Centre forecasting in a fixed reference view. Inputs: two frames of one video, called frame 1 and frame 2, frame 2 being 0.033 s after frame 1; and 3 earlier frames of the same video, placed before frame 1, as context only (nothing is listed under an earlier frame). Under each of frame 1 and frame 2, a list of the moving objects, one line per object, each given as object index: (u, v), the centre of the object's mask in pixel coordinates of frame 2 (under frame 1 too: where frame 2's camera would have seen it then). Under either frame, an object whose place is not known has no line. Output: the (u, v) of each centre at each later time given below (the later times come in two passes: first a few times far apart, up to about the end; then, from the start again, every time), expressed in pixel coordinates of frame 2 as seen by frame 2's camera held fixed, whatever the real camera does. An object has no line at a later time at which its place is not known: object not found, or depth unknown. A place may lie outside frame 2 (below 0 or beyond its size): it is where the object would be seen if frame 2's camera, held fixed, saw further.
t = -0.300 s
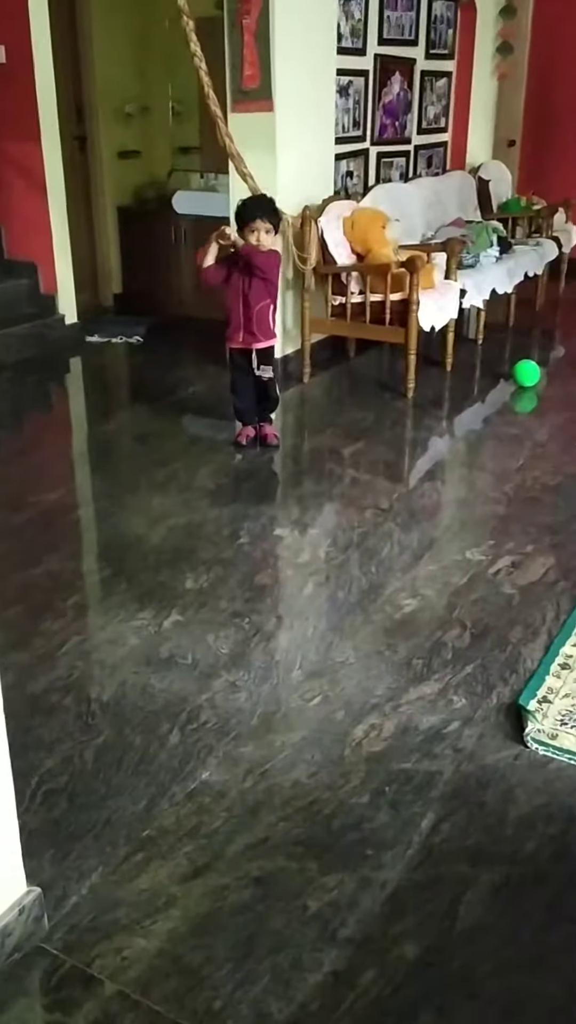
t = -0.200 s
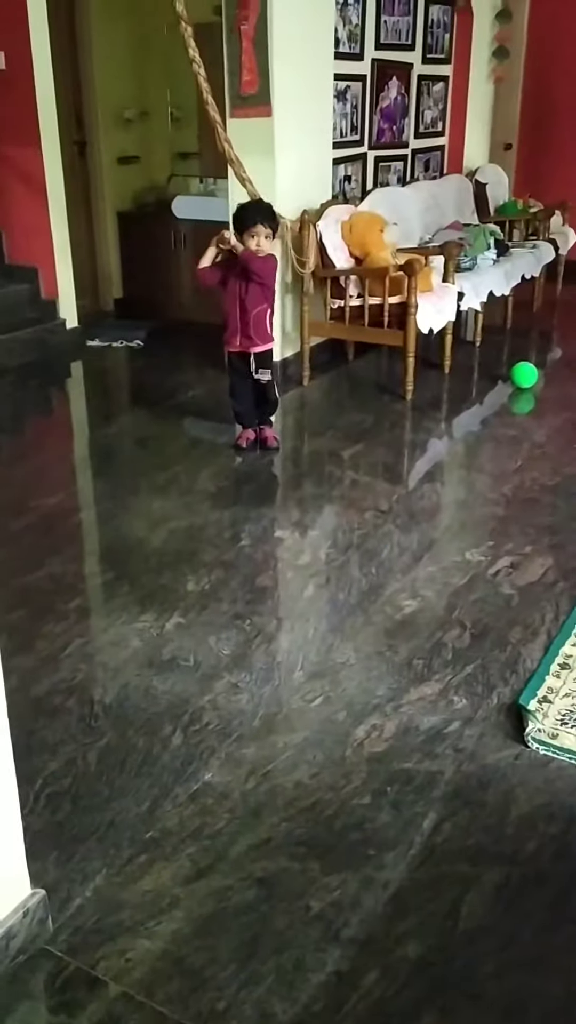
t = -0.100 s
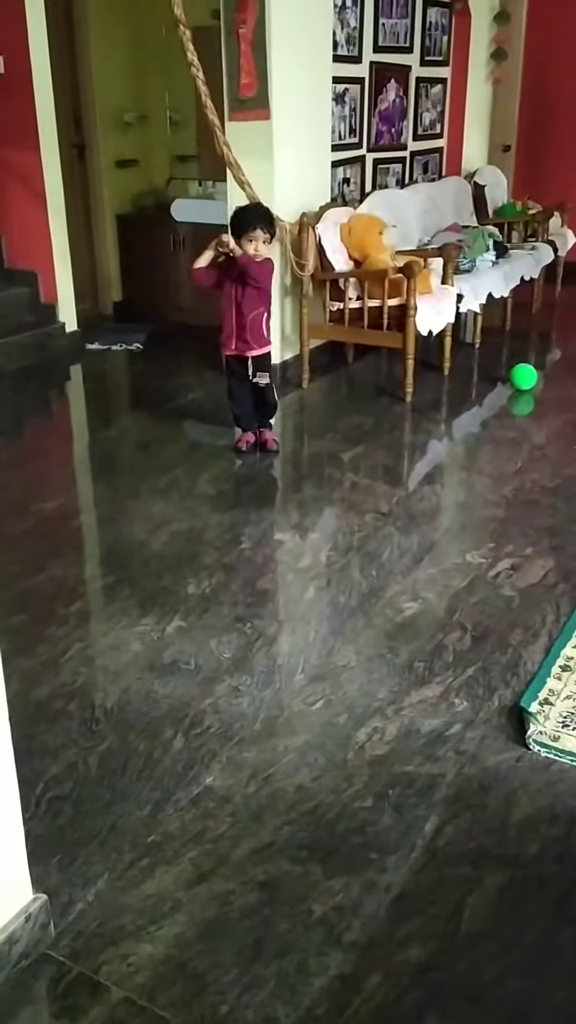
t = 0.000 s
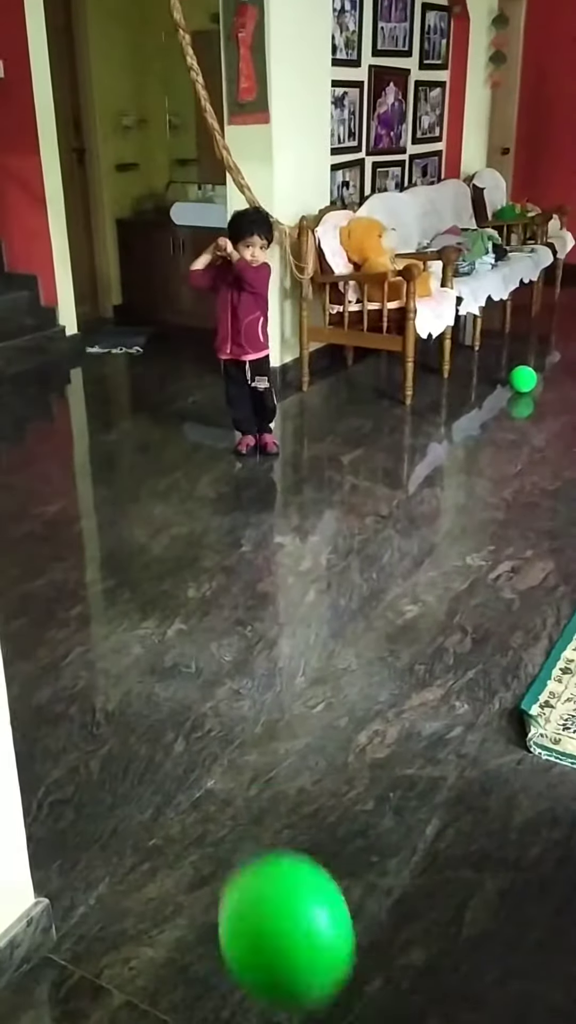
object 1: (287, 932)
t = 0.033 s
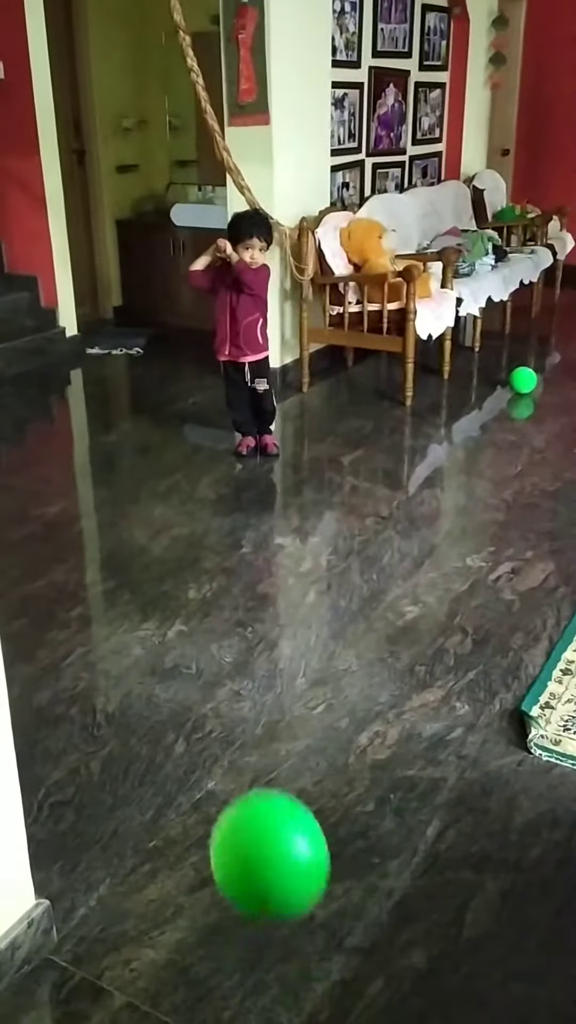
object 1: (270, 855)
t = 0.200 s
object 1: (229, 788)
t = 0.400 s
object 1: (214, 930)
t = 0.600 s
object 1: (186, 688)
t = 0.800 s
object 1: (169, 617)
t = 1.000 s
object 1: (167, 713)
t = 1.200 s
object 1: (159, 608)
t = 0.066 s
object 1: (257, 810)
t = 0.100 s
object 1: (247, 787)
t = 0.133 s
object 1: (240, 778)
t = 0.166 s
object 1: (234, 779)
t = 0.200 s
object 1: (229, 788)
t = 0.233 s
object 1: (225, 804)
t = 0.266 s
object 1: (222, 825)
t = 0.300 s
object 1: (219, 847)
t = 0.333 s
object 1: (217, 874)
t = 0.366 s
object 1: (216, 902)
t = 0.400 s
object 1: (214, 930)
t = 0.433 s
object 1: (211, 908)
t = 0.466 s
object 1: (206, 853)
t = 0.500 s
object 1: (200, 805)
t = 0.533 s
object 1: (195, 760)
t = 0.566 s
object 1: (190, 721)
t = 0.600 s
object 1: (186, 688)
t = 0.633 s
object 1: (181, 661)
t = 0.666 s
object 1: (178, 642)
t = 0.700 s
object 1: (176, 629)
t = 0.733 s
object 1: (172, 621)
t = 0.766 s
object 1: (170, 616)
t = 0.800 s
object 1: (169, 617)
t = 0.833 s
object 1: (167, 624)
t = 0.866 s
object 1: (167, 636)
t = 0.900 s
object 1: (166, 651)
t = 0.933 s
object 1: (166, 669)
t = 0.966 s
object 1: (166, 689)
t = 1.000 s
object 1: (167, 713)
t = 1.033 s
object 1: (166, 714)
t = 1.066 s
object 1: (164, 685)
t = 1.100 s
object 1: (162, 661)
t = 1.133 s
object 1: (161, 639)
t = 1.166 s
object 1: (161, 622)
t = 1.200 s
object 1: (159, 608)
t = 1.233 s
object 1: (159, 599)
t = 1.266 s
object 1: (159, 594)
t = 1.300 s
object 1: (158, 594)
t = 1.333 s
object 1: (158, 598)
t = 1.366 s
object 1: (158, 605)
